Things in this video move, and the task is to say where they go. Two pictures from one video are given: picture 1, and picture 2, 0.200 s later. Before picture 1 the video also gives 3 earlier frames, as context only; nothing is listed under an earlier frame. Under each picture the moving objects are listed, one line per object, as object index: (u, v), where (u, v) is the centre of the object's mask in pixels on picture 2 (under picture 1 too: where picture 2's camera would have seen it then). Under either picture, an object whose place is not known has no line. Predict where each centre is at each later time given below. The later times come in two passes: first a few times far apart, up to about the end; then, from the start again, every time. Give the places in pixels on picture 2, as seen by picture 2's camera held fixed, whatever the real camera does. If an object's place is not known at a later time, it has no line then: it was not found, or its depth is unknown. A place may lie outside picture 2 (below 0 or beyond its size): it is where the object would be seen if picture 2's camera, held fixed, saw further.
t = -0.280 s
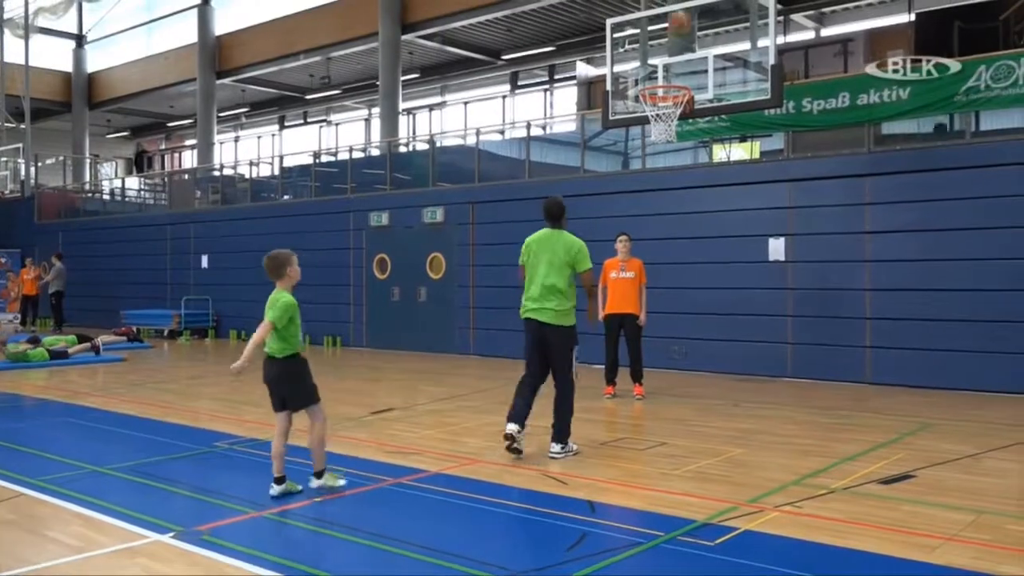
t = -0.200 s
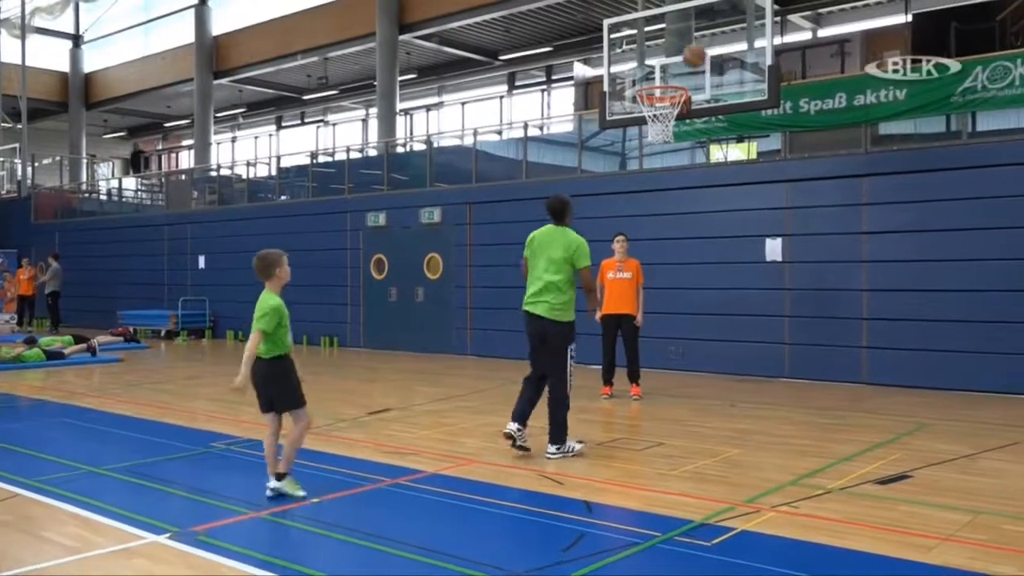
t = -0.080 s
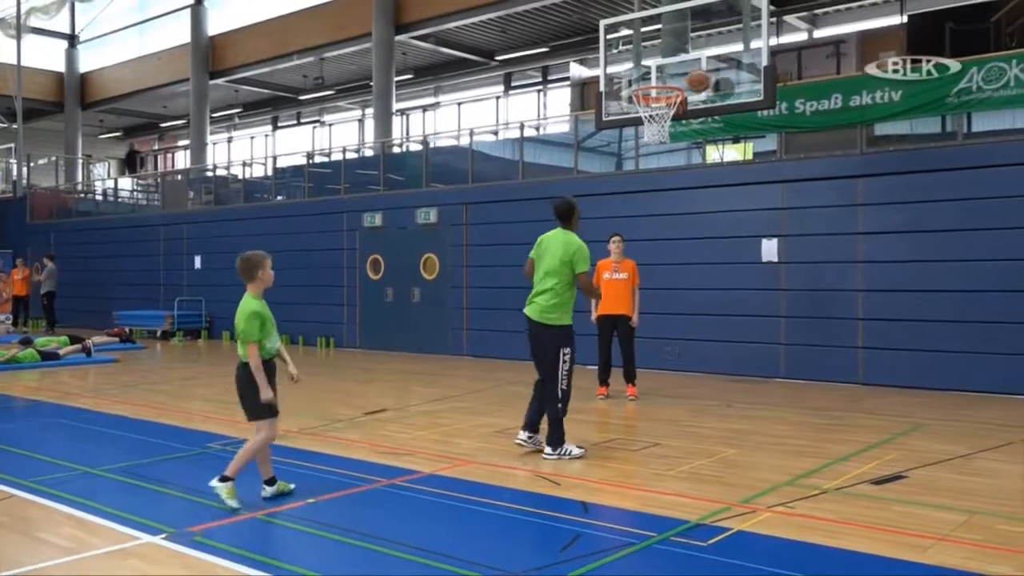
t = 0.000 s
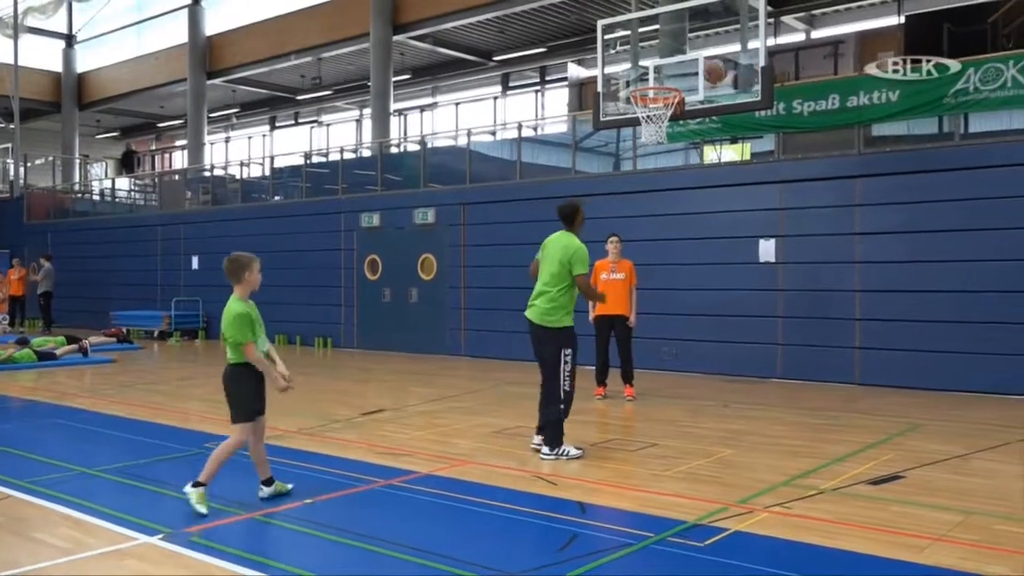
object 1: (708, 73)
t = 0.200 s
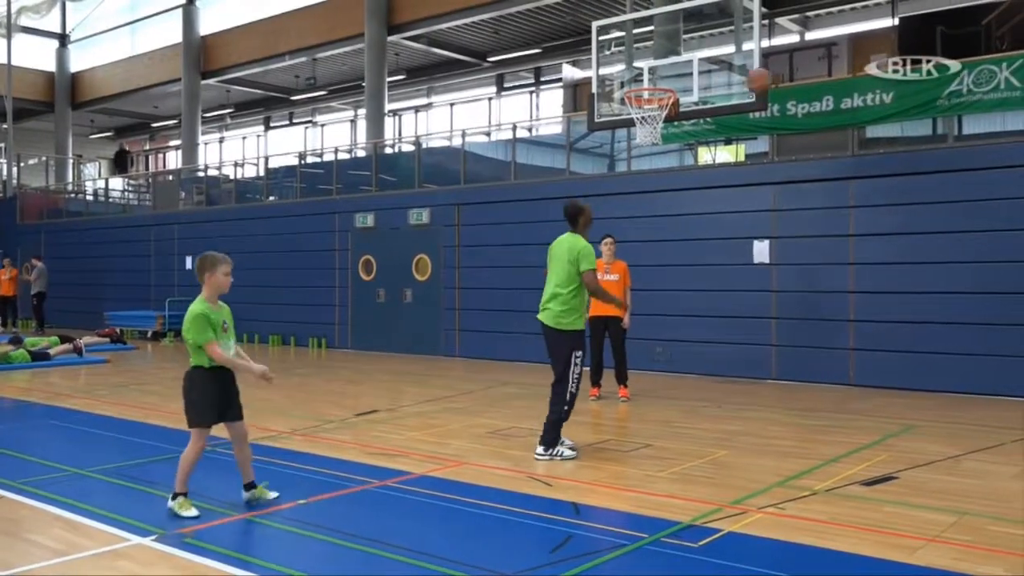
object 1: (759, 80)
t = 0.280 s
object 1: (779, 96)
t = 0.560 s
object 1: (860, 225)
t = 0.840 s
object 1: (948, 436)
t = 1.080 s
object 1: (1010, 289)
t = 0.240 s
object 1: (769, 88)
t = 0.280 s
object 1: (779, 96)
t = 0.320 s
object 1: (790, 108)
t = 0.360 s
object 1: (802, 122)
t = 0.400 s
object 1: (812, 137)
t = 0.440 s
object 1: (824, 154)
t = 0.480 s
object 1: (836, 176)
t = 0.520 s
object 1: (848, 199)
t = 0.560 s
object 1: (860, 225)
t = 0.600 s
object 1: (872, 252)
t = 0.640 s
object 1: (885, 281)
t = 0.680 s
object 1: (898, 317)
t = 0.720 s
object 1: (911, 354)
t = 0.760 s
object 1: (924, 392)
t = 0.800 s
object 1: (938, 439)
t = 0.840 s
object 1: (948, 436)
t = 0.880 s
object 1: (956, 405)
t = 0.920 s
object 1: (967, 378)
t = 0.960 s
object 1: (978, 353)
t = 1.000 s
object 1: (989, 329)
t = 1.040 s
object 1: (1000, 308)
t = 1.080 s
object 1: (1010, 289)
